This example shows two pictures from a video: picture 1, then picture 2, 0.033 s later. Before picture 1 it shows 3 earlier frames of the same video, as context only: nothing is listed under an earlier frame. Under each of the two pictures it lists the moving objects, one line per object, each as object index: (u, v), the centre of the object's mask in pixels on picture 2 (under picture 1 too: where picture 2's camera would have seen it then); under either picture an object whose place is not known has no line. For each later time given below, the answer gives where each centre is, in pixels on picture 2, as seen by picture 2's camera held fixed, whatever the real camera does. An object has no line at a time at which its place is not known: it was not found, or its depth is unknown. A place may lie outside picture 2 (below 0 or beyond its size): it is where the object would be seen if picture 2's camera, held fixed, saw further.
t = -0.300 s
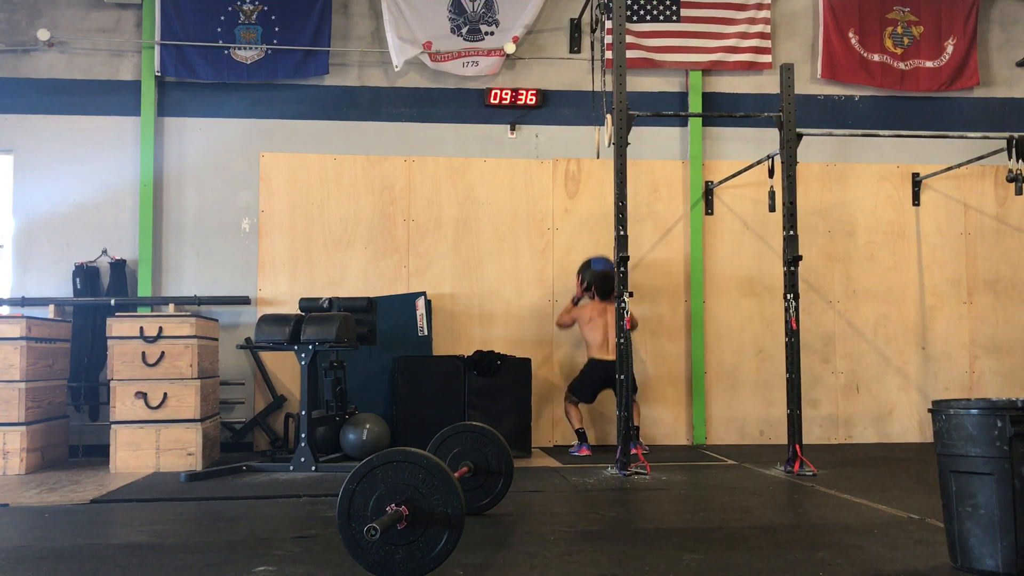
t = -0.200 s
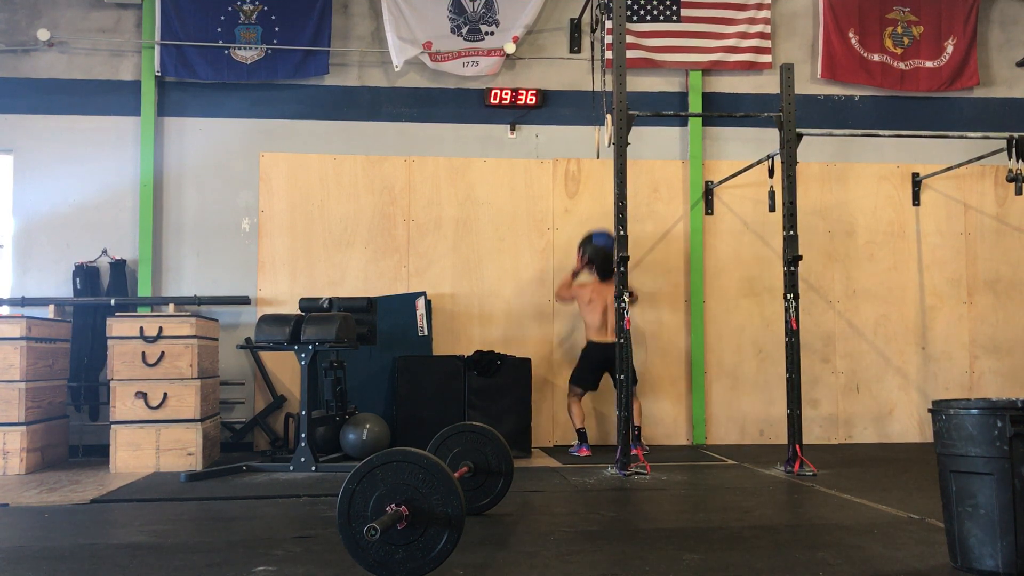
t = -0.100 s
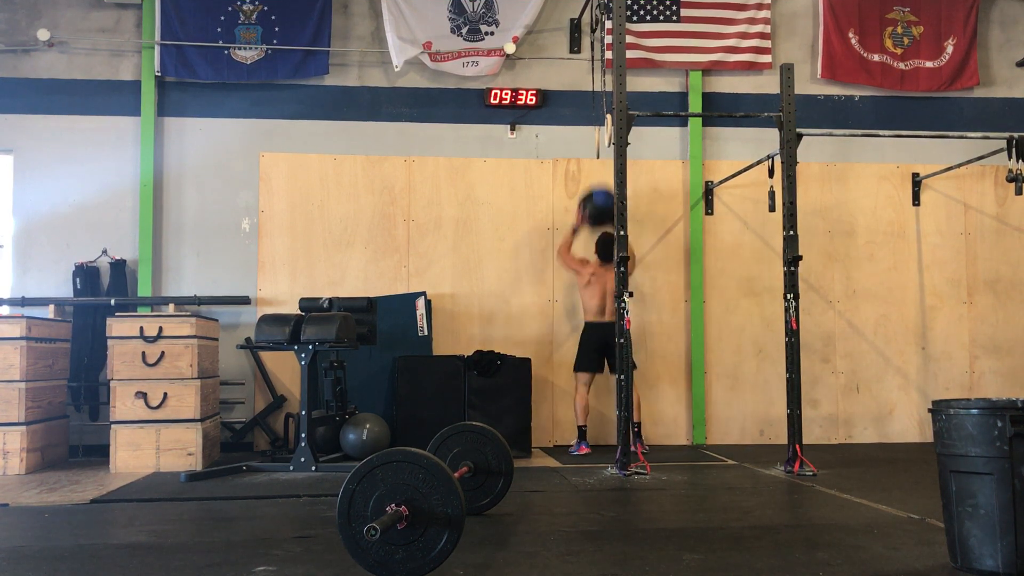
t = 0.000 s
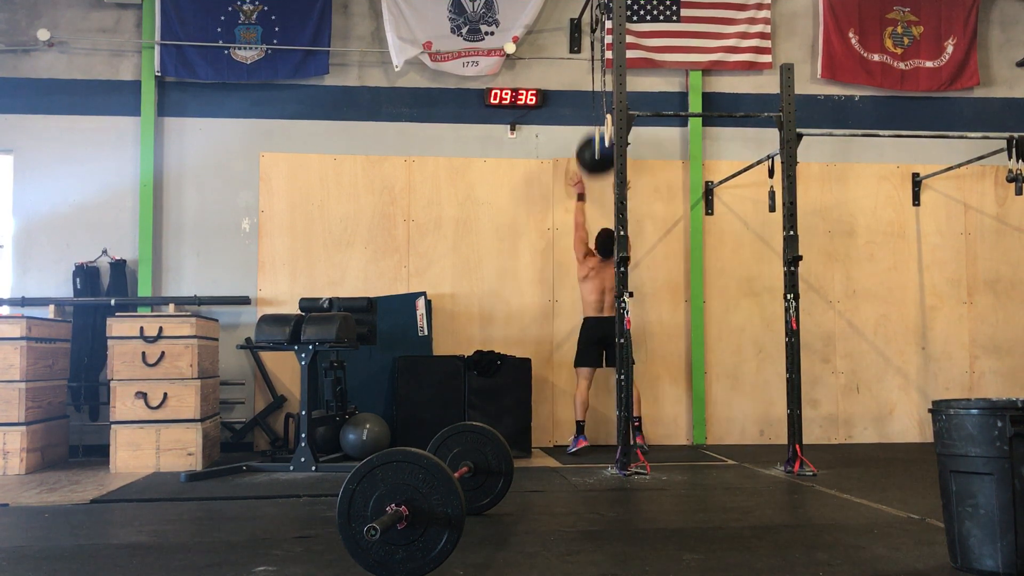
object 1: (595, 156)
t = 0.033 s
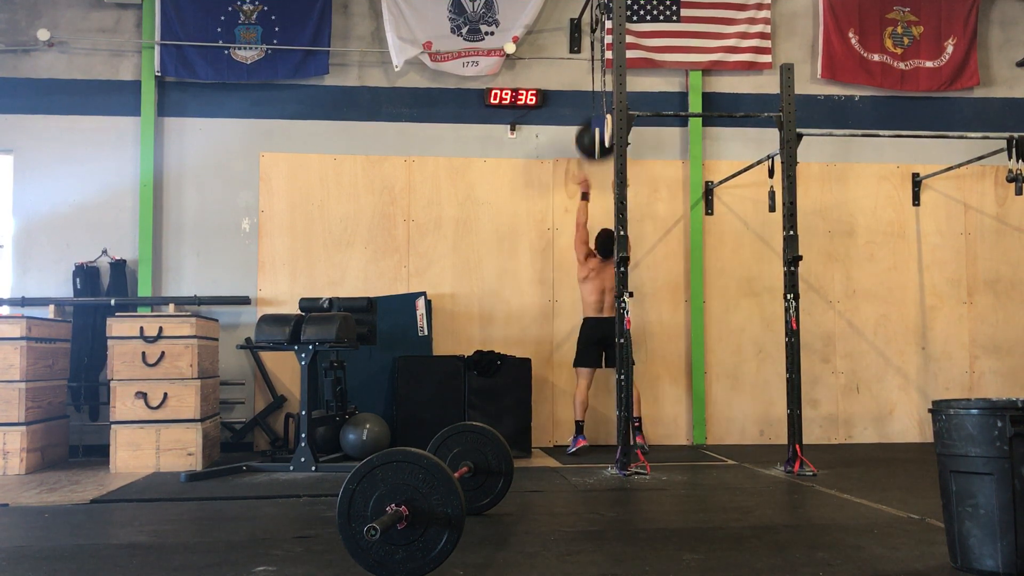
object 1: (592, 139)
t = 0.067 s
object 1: (590, 123)
